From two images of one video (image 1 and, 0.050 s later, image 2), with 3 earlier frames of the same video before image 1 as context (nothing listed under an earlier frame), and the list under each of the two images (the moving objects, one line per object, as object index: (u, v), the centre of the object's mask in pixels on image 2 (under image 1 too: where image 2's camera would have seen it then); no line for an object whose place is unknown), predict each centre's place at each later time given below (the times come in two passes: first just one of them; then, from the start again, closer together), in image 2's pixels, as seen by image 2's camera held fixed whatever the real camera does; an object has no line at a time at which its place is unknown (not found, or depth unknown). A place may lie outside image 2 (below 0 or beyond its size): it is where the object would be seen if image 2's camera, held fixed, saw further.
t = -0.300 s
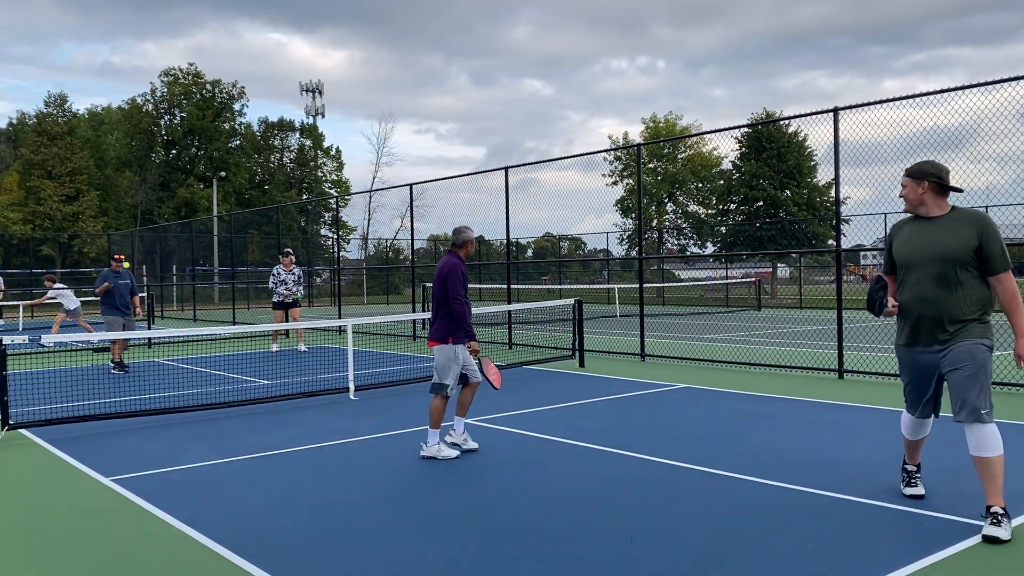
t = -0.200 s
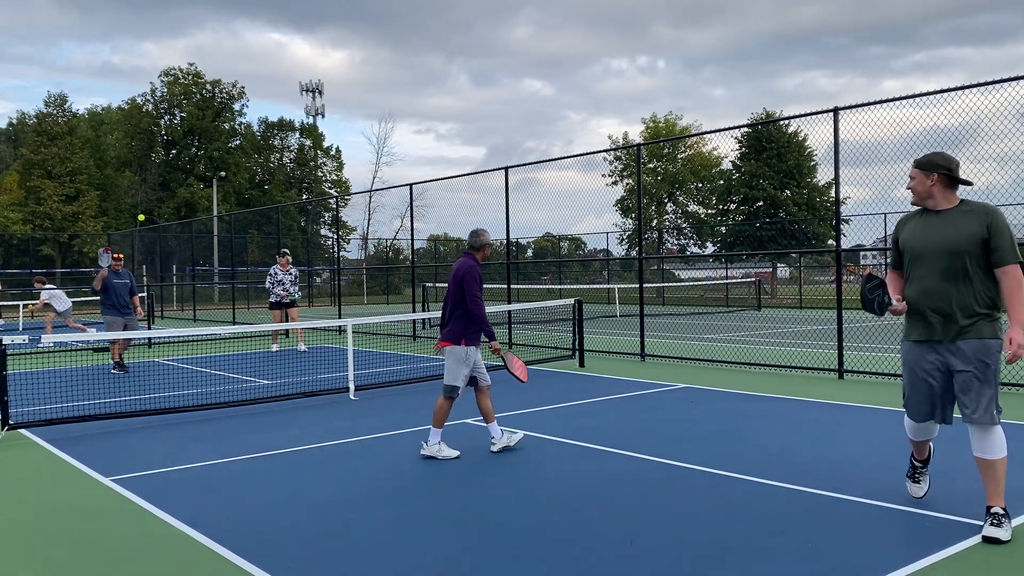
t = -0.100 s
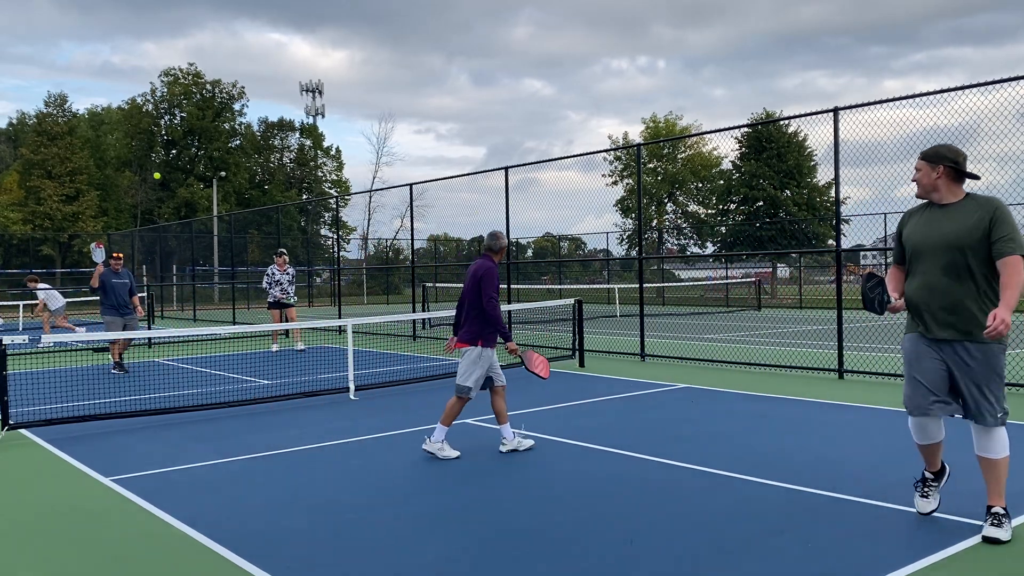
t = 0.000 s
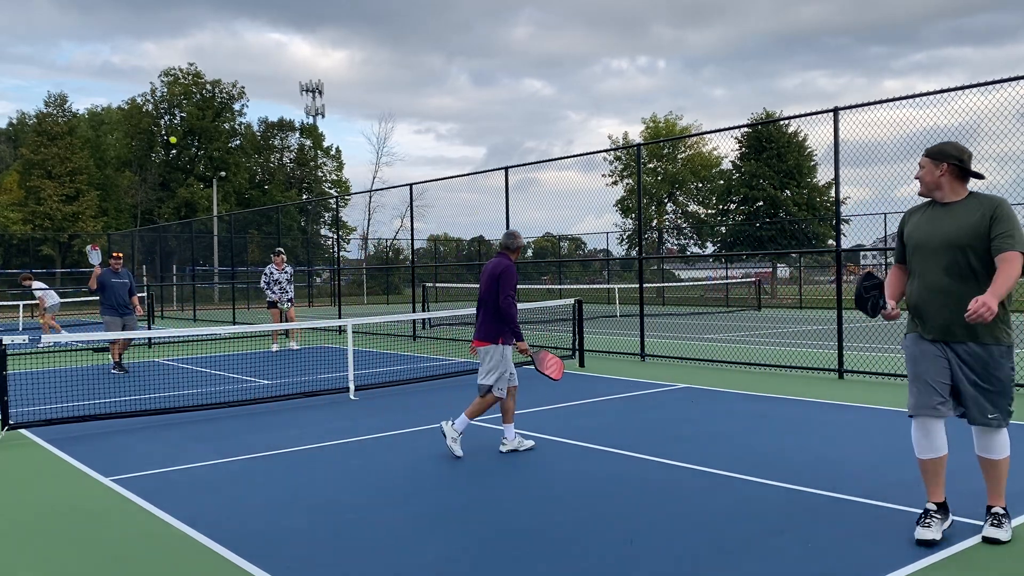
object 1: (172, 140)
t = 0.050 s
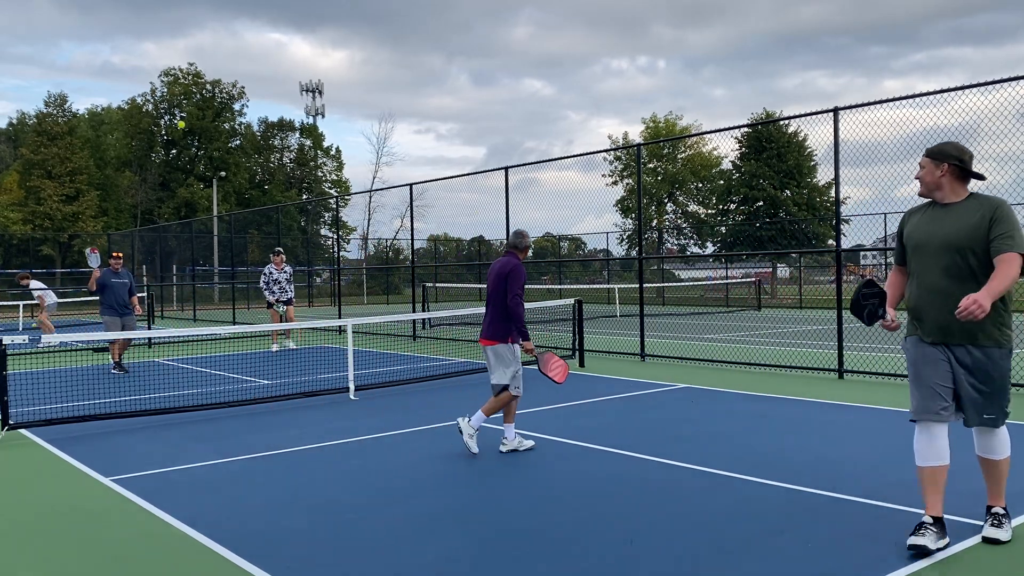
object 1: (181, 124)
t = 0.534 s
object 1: (276, 85)
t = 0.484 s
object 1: (265, 78)
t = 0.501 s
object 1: (269, 80)
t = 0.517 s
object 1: (273, 82)
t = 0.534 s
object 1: (276, 85)
